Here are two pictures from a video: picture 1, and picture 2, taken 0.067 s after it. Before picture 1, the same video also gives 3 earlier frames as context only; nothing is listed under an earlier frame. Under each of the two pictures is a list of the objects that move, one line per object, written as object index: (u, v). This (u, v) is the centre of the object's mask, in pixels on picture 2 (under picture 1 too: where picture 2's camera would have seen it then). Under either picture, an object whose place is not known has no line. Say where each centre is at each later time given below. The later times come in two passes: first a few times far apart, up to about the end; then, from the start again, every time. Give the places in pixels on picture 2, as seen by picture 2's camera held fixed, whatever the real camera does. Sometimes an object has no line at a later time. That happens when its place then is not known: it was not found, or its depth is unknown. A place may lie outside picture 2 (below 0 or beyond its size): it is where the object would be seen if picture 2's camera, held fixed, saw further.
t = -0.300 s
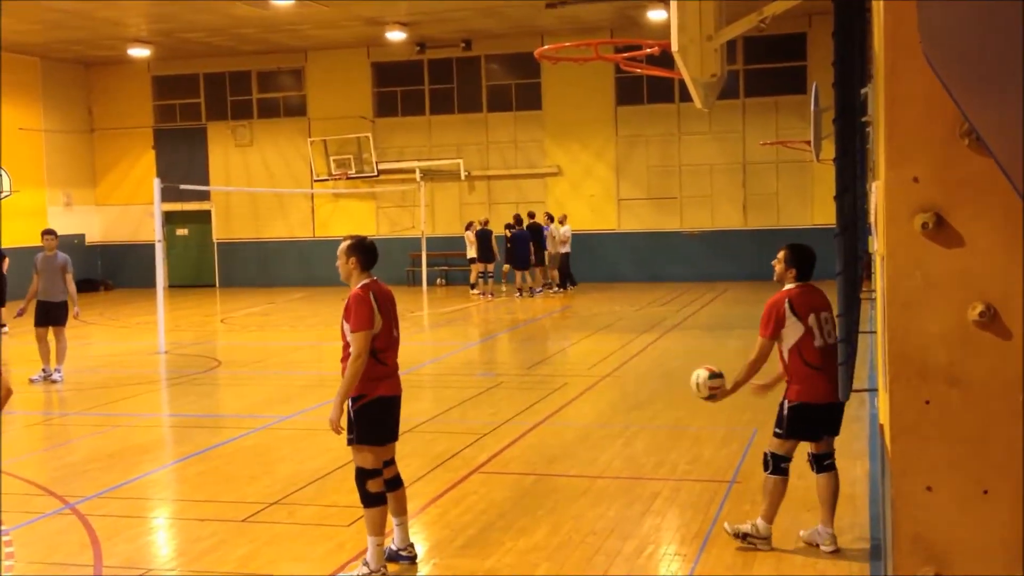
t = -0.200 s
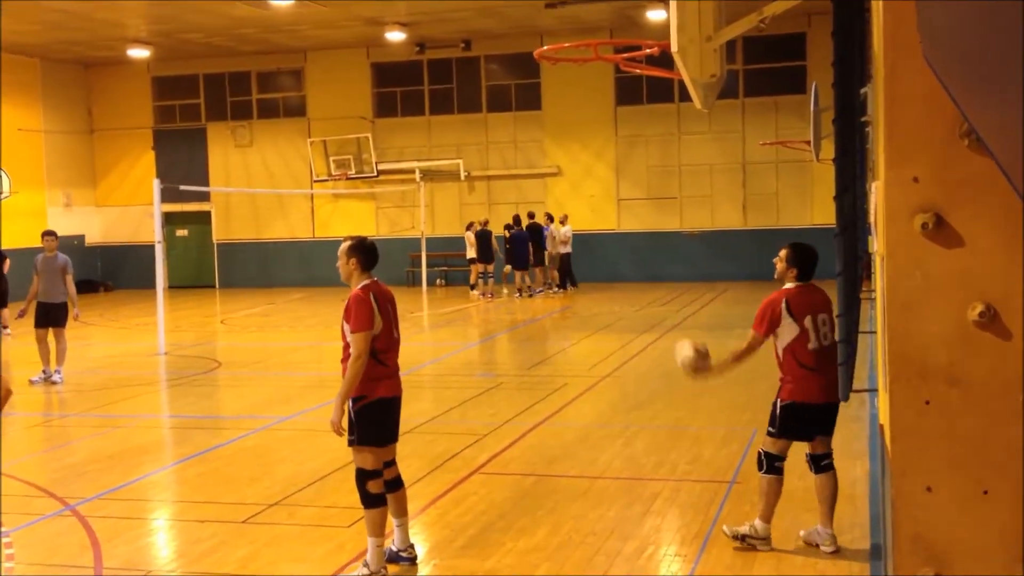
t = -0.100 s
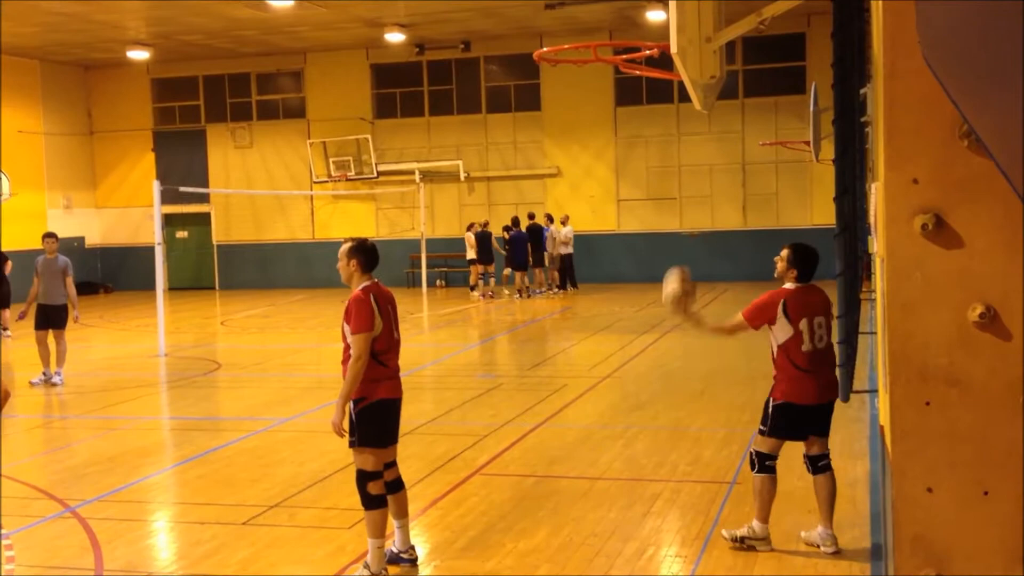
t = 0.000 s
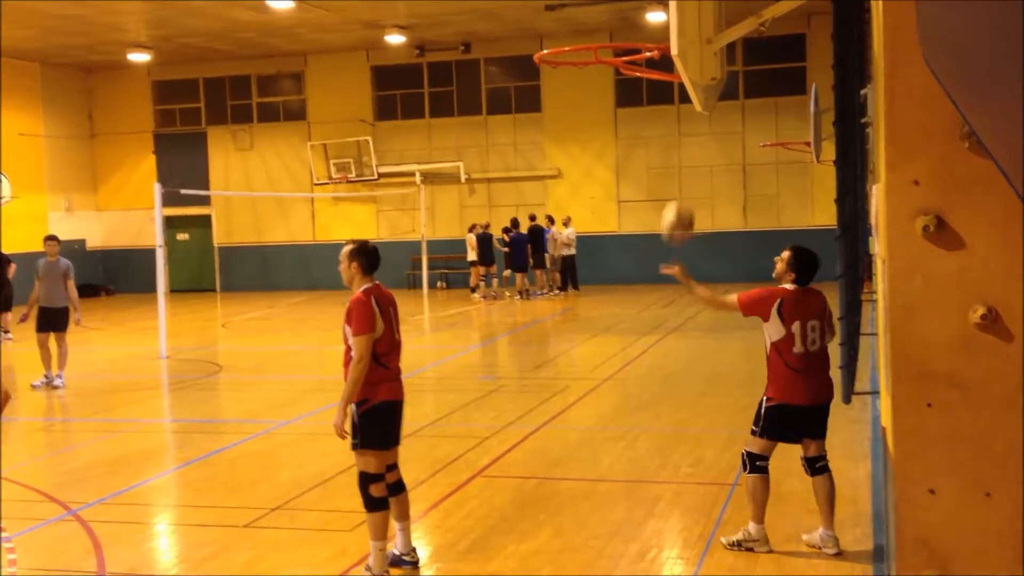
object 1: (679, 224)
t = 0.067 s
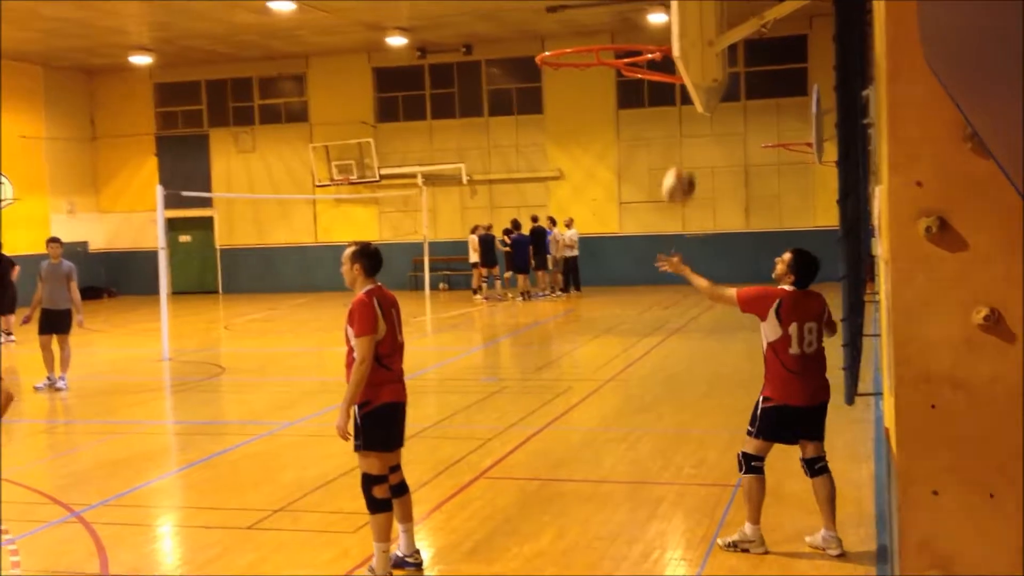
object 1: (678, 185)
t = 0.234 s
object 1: (675, 121)
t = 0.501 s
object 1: (675, 111)
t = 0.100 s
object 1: (677, 169)
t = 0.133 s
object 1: (677, 154)
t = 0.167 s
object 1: (676, 142)
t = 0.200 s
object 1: (676, 131)
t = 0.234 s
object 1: (675, 121)
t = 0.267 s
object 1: (675, 113)
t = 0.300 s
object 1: (674, 107)
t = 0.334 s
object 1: (674, 104)
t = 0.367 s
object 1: (674, 103)
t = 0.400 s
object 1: (674, 103)
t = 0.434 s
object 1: (675, 103)
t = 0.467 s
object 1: (675, 106)
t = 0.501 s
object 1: (675, 111)
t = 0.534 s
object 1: (675, 117)
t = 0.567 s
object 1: (676, 126)
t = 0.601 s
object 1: (676, 136)
